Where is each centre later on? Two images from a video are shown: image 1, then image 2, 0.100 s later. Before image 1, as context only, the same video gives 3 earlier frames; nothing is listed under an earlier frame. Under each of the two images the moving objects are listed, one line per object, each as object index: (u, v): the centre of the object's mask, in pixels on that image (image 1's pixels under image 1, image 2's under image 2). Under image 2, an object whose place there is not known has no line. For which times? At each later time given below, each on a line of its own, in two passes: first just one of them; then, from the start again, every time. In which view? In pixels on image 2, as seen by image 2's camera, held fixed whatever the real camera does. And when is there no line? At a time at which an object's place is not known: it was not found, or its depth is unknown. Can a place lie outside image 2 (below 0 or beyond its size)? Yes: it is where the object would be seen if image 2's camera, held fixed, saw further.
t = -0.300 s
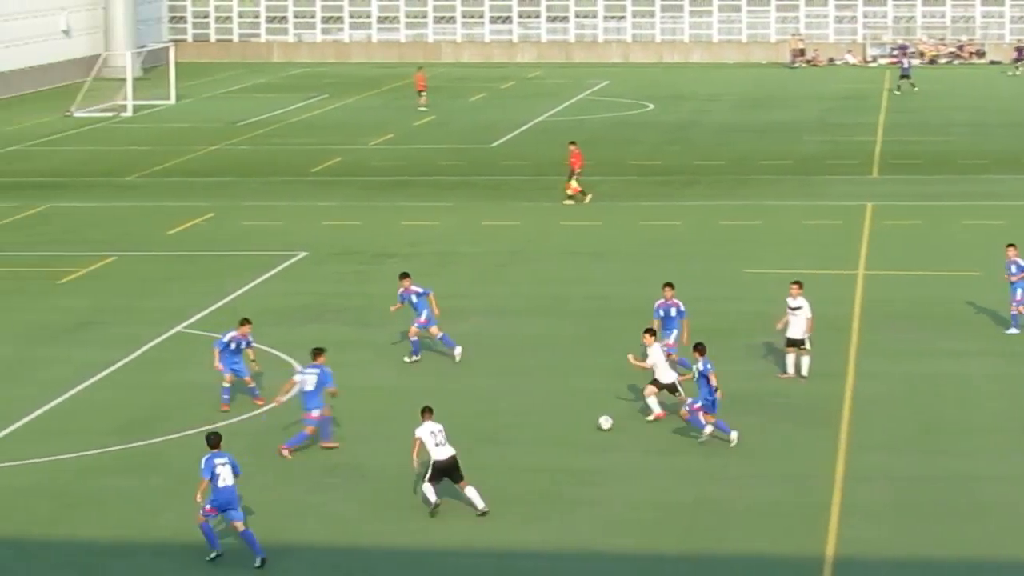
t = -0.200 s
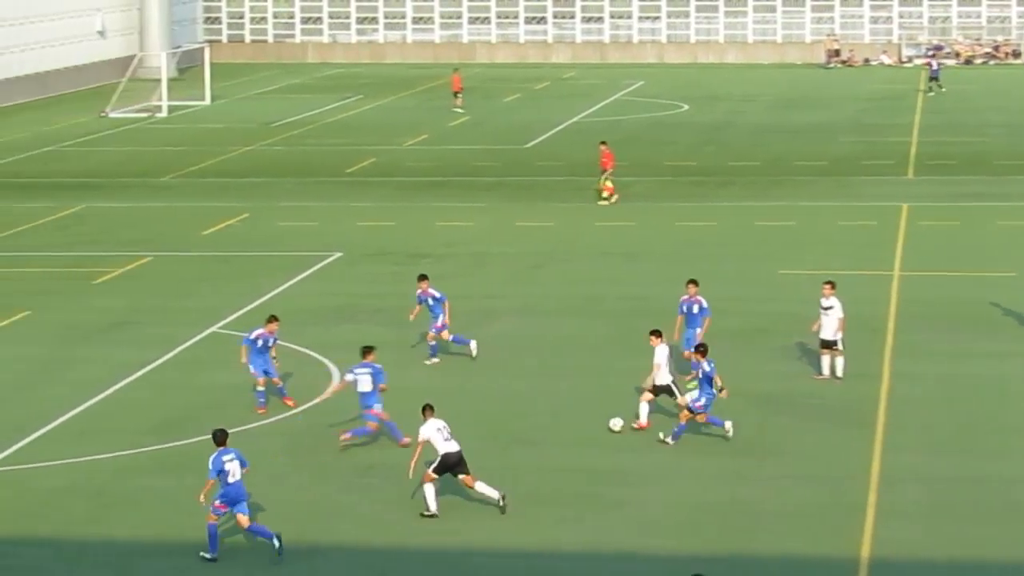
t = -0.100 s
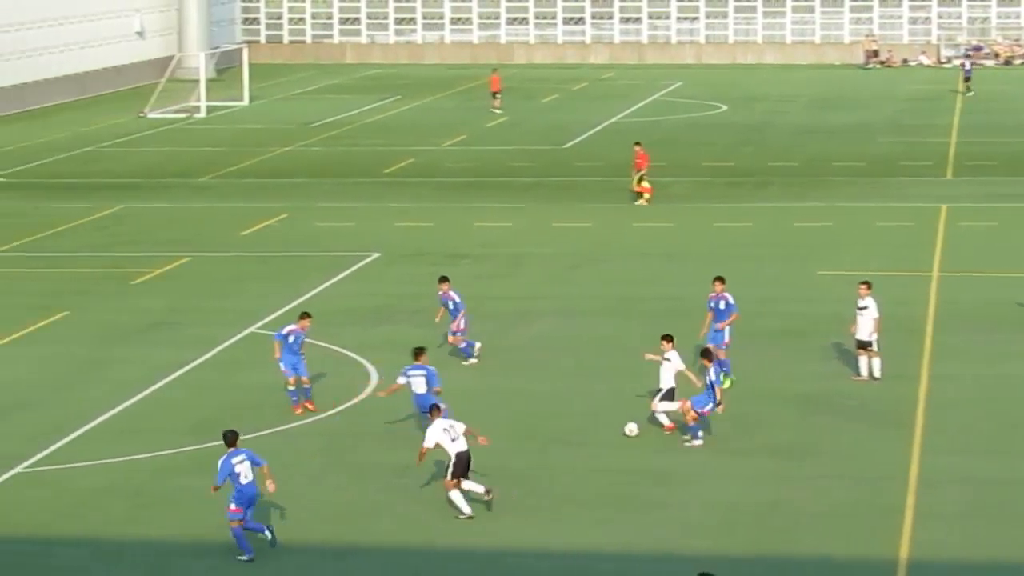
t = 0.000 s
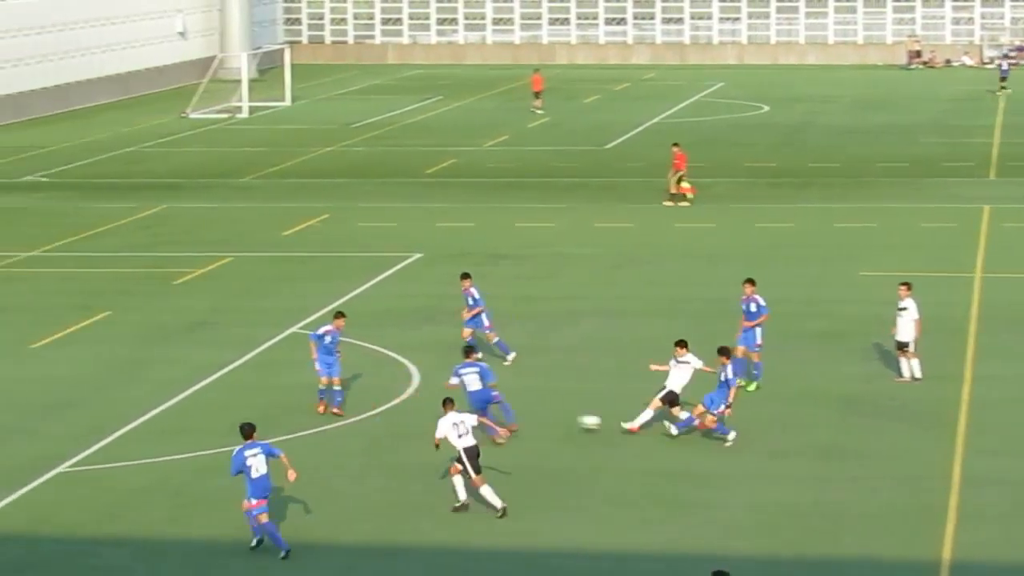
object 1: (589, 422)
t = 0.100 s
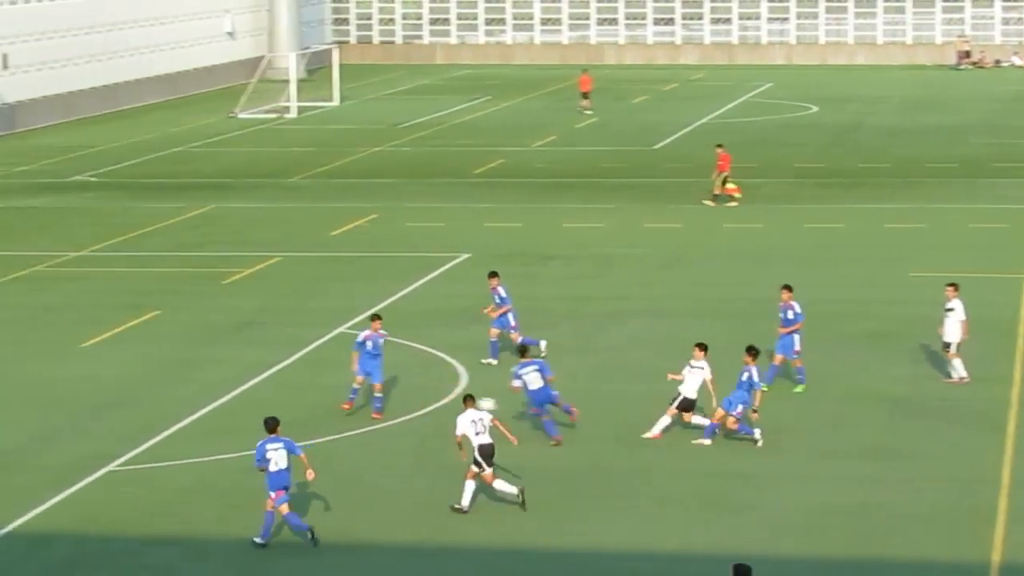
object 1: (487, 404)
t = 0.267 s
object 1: (254, 381)
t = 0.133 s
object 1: (438, 399)
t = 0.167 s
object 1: (392, 394)
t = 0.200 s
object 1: (347, 390)
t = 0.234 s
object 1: (299, 386)
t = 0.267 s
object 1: (254, 381)
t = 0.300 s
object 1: (210, 378)
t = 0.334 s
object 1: (166, 376)
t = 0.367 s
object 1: (122, 373)
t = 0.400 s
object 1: (79, 372)
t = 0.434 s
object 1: (37, 370)
